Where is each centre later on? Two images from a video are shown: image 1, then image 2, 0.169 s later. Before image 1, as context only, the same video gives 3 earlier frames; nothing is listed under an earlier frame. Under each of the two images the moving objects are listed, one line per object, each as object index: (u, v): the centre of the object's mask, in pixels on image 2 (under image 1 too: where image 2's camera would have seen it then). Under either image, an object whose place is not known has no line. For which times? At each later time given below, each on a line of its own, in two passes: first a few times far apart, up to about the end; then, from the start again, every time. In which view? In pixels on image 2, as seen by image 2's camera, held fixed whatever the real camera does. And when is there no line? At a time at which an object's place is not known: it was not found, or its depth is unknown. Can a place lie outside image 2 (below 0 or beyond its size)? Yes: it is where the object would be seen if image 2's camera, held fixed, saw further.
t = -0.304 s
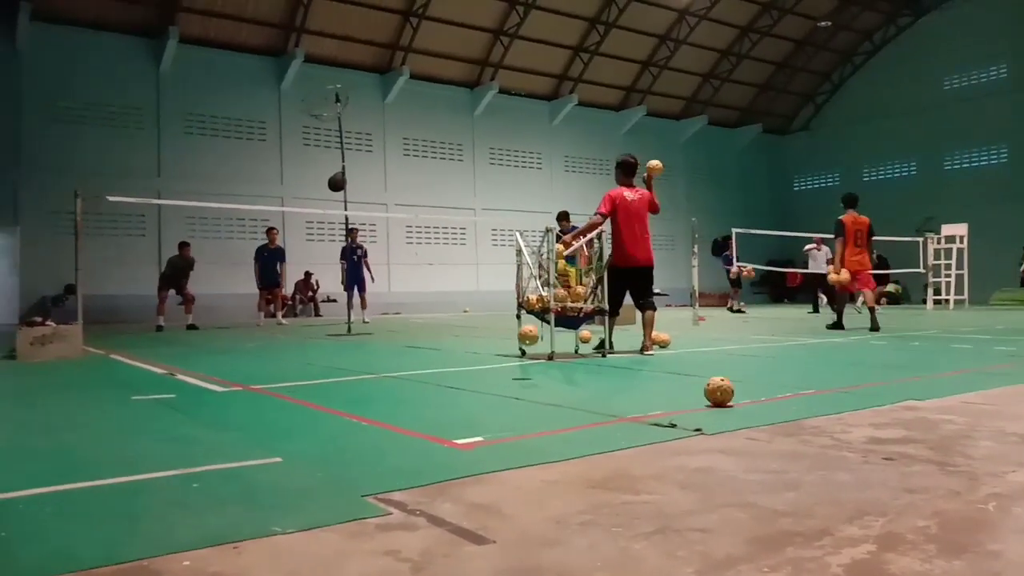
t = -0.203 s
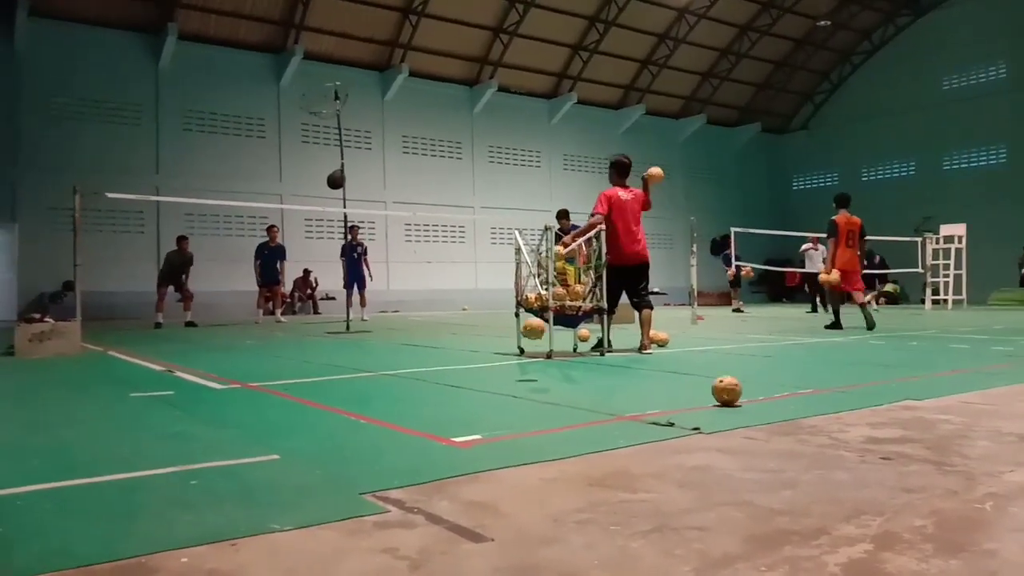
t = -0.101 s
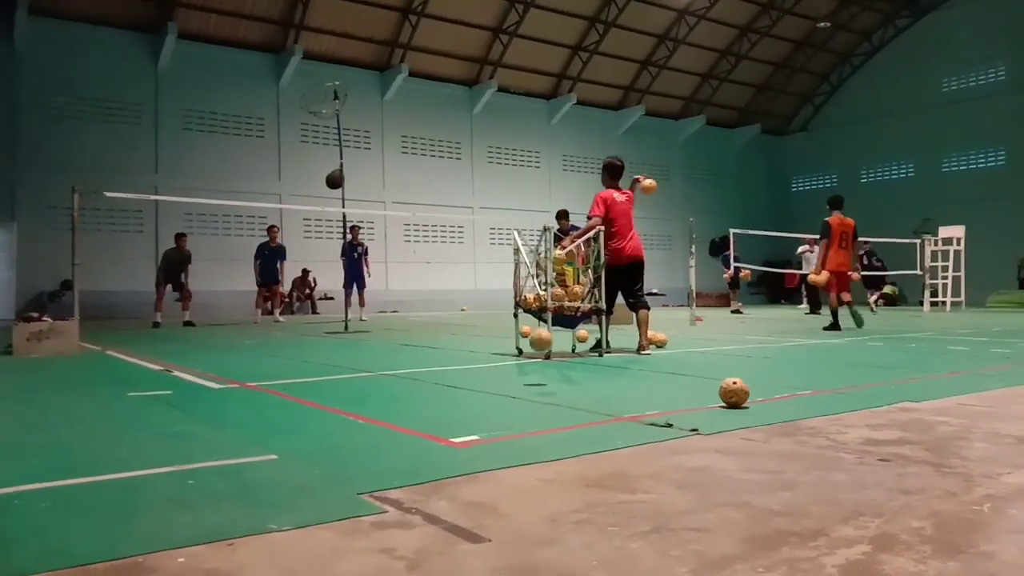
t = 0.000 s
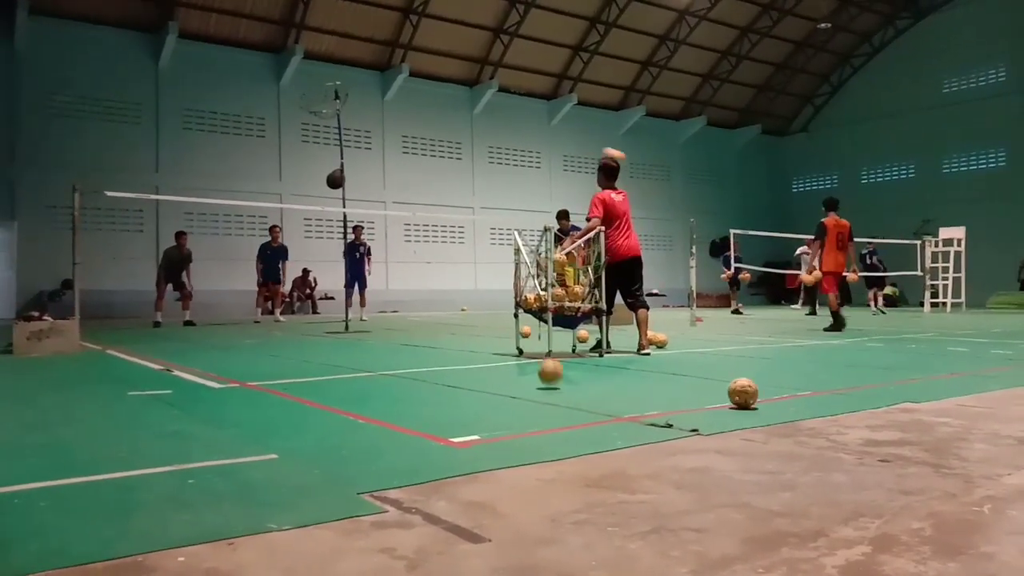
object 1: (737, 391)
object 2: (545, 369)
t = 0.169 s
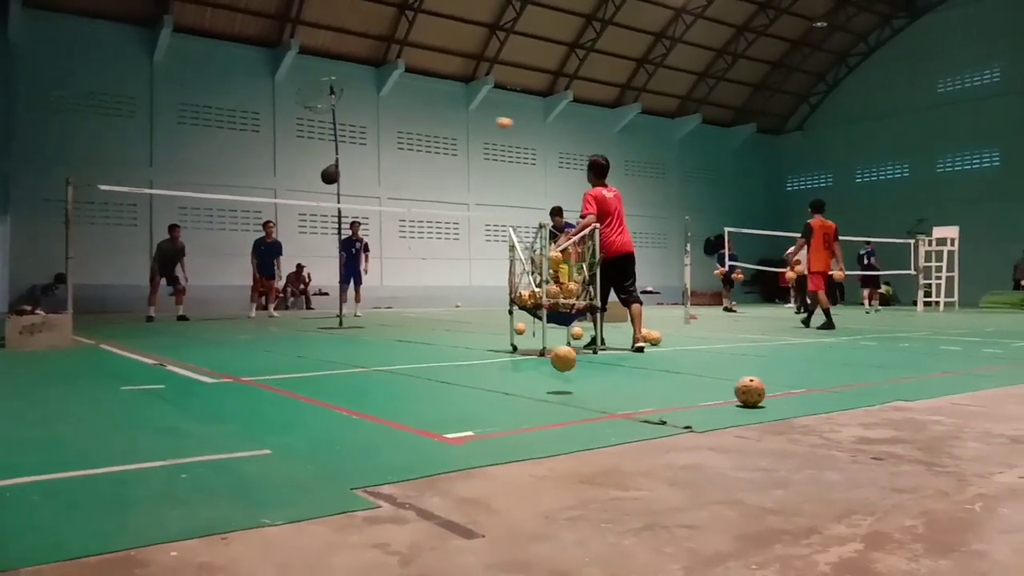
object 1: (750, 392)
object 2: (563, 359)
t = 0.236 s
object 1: (756, 392)
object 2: (573, 365)
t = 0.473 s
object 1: (773, 392)
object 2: (609, 388)
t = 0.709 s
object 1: (789, 394)
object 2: (654, 402)
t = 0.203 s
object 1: (753, 392)
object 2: (568, 361)
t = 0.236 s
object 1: (756, 392)
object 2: (573, 365)
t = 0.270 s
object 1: (758, 392)
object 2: (577, 373)
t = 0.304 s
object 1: (761, 393)
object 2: (582, 384)
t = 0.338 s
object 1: (763, 392)
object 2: (587, 383)
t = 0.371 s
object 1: (766, 392)
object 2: (592, 380)
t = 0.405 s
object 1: (768, 392)
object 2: (598, 380)
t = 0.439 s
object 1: (771, 392)
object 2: (603, 383)
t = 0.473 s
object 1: (773, 392)
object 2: (609, 388)
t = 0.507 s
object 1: (775, 392)
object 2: (615, 394)
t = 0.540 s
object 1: (777, 392)
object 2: (621, 391)
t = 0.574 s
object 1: (779, 393)
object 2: (627, 391)
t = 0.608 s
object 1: (781, 394)
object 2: (633, 393)
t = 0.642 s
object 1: (784, 394)
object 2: (640, 397)
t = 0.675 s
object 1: (787, 394)
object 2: (647, 404)
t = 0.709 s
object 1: (789, 394)
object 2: (654, 402)
